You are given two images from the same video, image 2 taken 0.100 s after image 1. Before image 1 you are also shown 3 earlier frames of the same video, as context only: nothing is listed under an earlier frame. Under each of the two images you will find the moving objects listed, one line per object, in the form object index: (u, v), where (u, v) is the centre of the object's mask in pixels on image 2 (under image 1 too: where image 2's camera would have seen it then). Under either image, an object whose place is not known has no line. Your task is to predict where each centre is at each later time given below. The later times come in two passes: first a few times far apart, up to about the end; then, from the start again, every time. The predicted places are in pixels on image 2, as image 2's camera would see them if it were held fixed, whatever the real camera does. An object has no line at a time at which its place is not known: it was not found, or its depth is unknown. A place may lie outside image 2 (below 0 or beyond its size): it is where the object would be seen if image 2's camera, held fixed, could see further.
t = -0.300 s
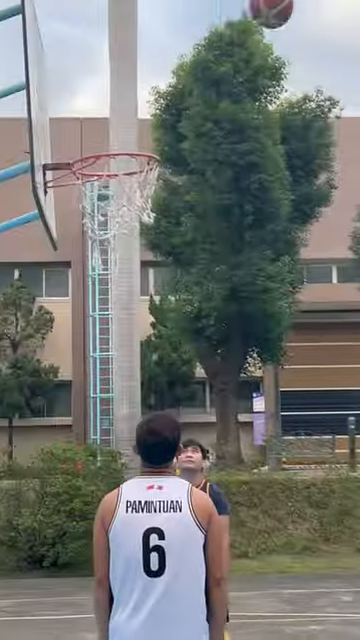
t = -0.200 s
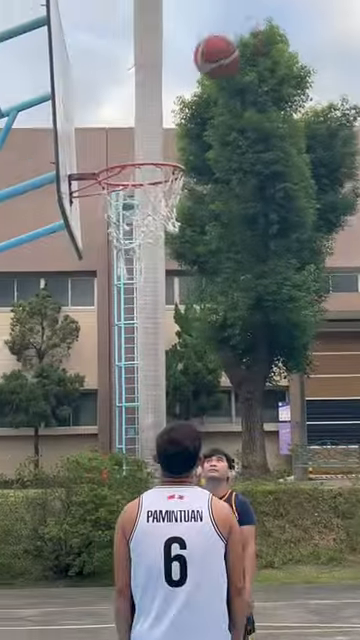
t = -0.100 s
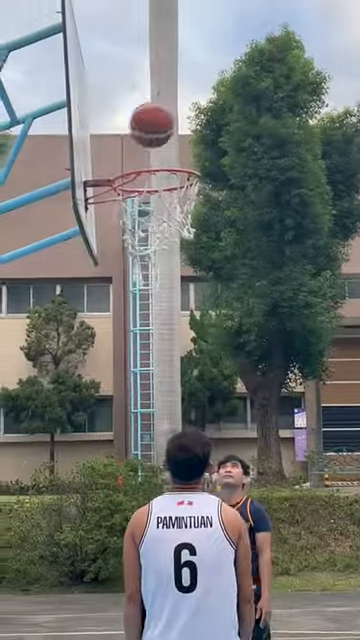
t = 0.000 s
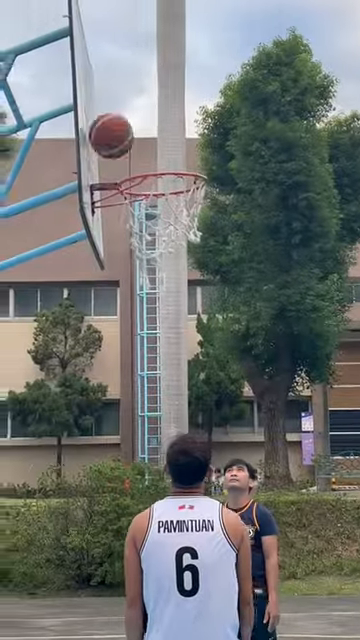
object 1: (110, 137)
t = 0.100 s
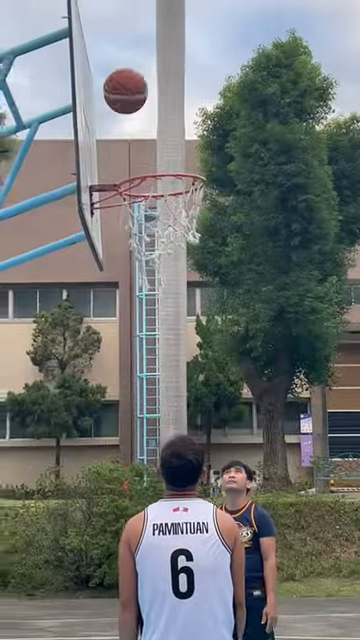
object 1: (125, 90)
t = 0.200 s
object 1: (141, 62)
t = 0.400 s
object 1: (170, 57)
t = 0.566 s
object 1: (189, 107)
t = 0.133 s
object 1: (131, 79)
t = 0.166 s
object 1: (136, 69)
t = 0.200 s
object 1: (141, 62)
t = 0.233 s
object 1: (145, 56)
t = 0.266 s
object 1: (150, 53)
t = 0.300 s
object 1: (155, 51)
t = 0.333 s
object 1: (159, 52)
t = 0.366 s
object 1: (165, 54)
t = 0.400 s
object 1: (170, 57)
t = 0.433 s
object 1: (175, 63)
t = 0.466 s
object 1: (179, 71)
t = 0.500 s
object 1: (182, 81)
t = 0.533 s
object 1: (185, 92)
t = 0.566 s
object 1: (189, 107)
